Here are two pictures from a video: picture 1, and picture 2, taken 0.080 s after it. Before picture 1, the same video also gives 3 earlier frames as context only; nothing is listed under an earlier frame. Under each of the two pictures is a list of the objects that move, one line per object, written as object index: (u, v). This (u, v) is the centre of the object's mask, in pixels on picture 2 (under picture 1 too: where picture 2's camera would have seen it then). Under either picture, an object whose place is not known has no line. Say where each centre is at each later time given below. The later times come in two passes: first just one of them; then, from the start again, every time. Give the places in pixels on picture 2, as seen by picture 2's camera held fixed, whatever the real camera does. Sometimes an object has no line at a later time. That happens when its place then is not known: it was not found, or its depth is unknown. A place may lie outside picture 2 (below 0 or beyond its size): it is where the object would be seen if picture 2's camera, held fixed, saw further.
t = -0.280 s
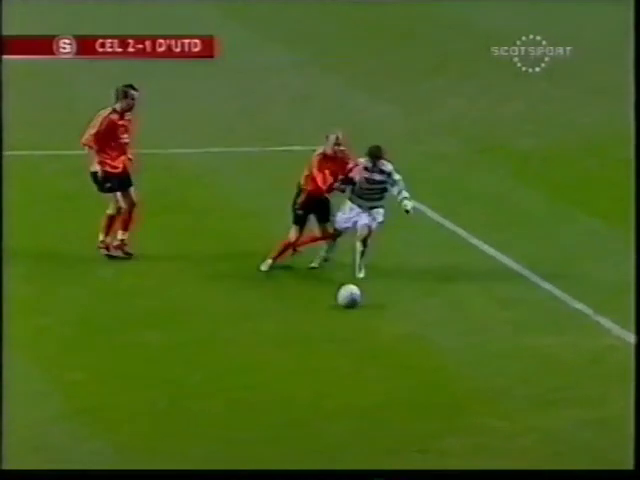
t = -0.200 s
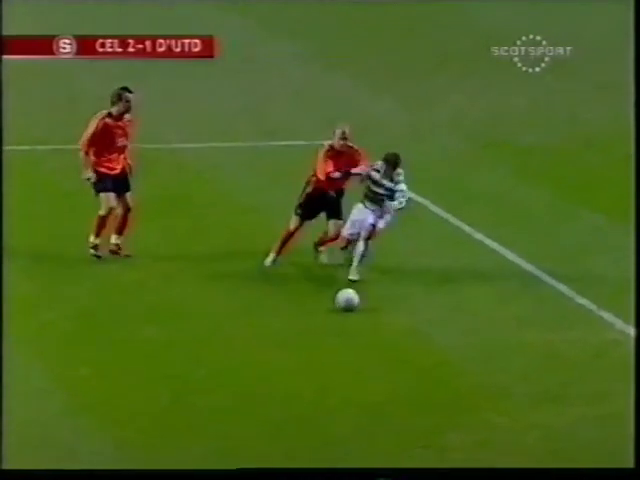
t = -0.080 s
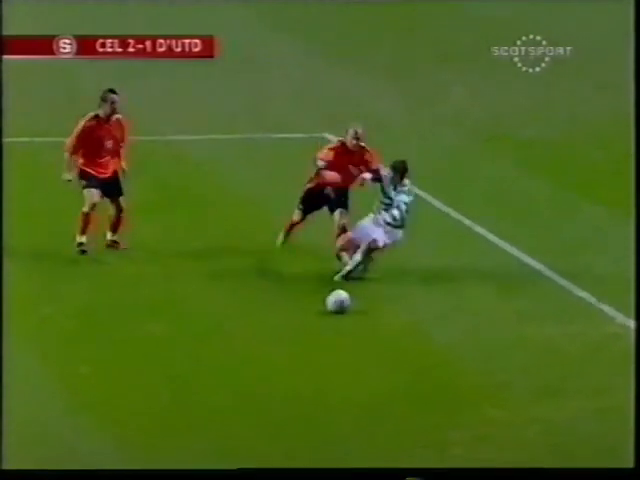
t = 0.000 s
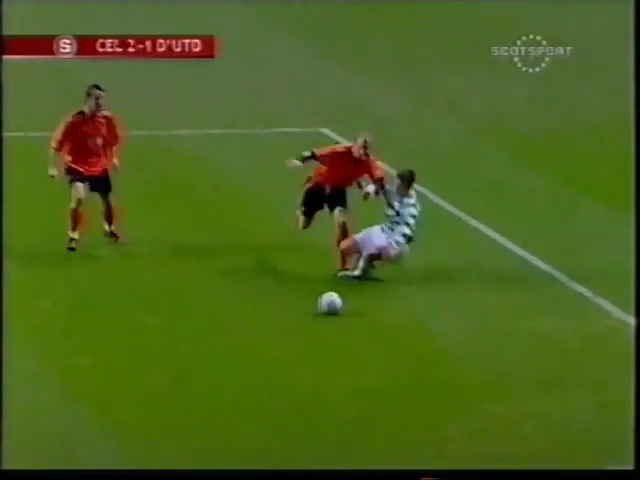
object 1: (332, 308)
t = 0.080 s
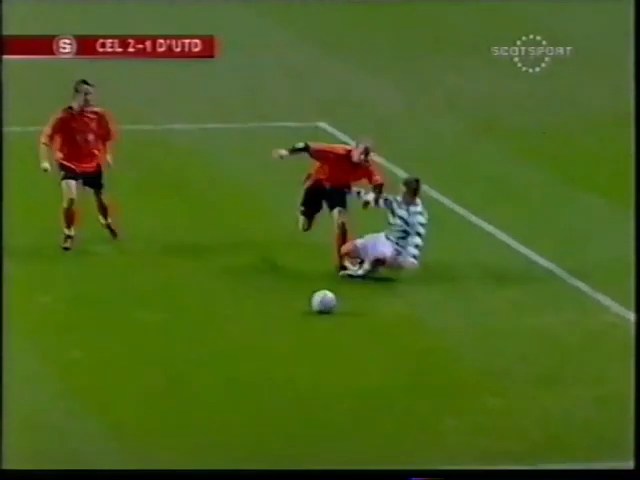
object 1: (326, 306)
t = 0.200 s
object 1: (313, 300)
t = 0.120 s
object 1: (321, 305)
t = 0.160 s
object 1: (318, 304)
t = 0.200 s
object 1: (313, 300)
